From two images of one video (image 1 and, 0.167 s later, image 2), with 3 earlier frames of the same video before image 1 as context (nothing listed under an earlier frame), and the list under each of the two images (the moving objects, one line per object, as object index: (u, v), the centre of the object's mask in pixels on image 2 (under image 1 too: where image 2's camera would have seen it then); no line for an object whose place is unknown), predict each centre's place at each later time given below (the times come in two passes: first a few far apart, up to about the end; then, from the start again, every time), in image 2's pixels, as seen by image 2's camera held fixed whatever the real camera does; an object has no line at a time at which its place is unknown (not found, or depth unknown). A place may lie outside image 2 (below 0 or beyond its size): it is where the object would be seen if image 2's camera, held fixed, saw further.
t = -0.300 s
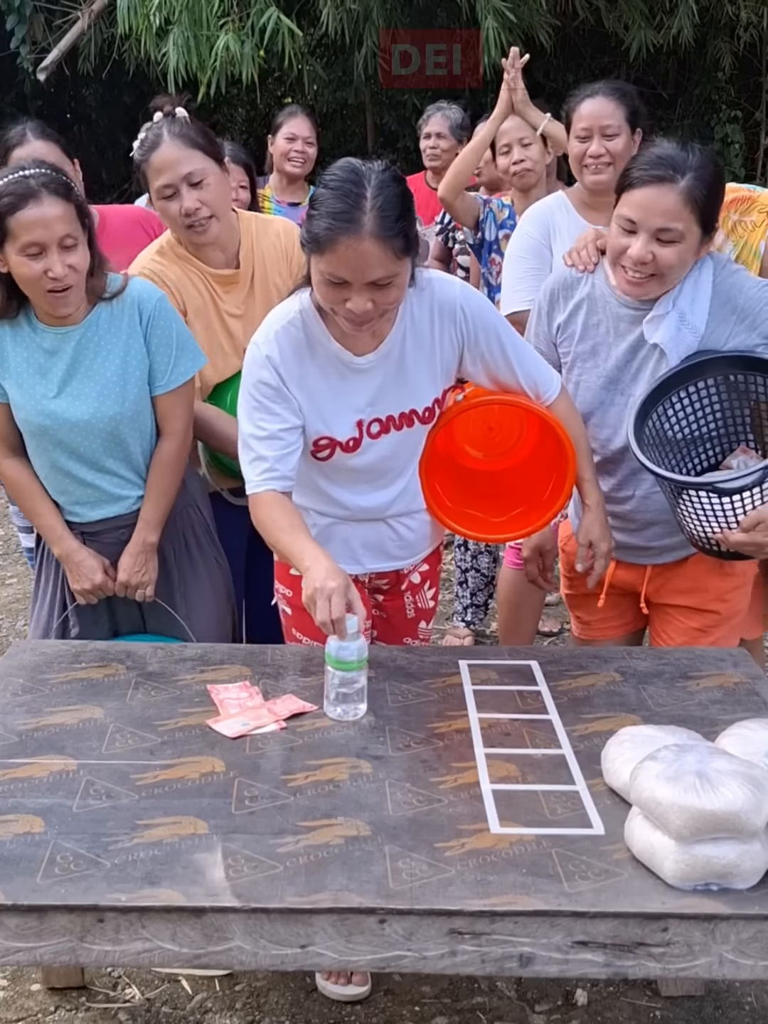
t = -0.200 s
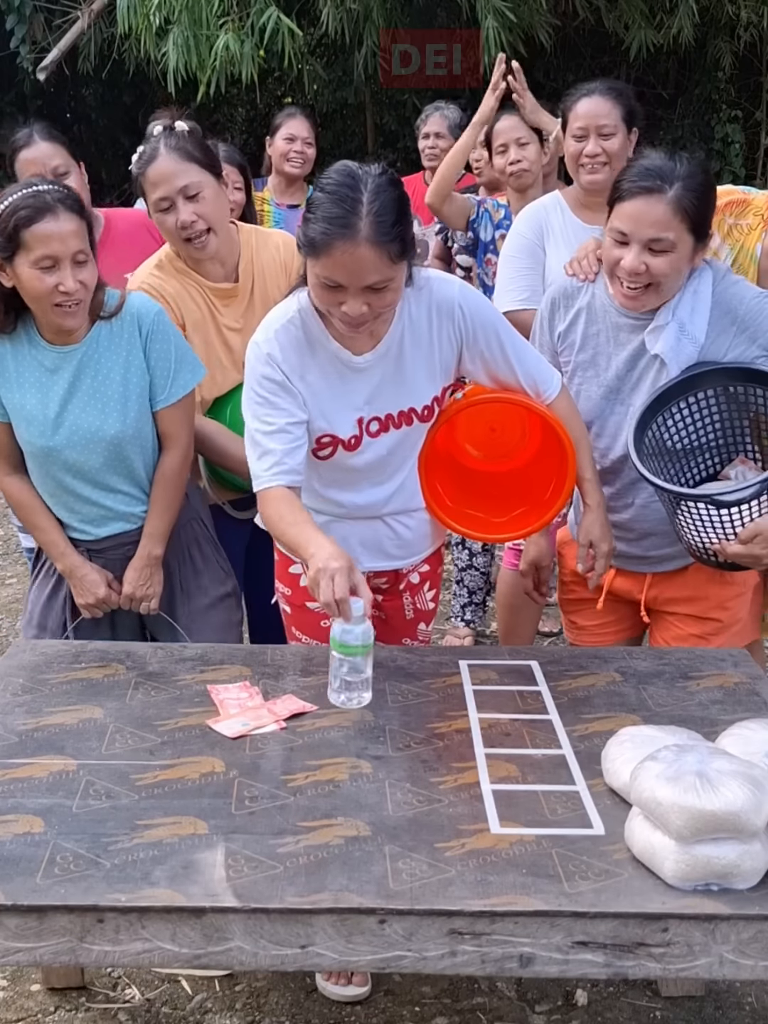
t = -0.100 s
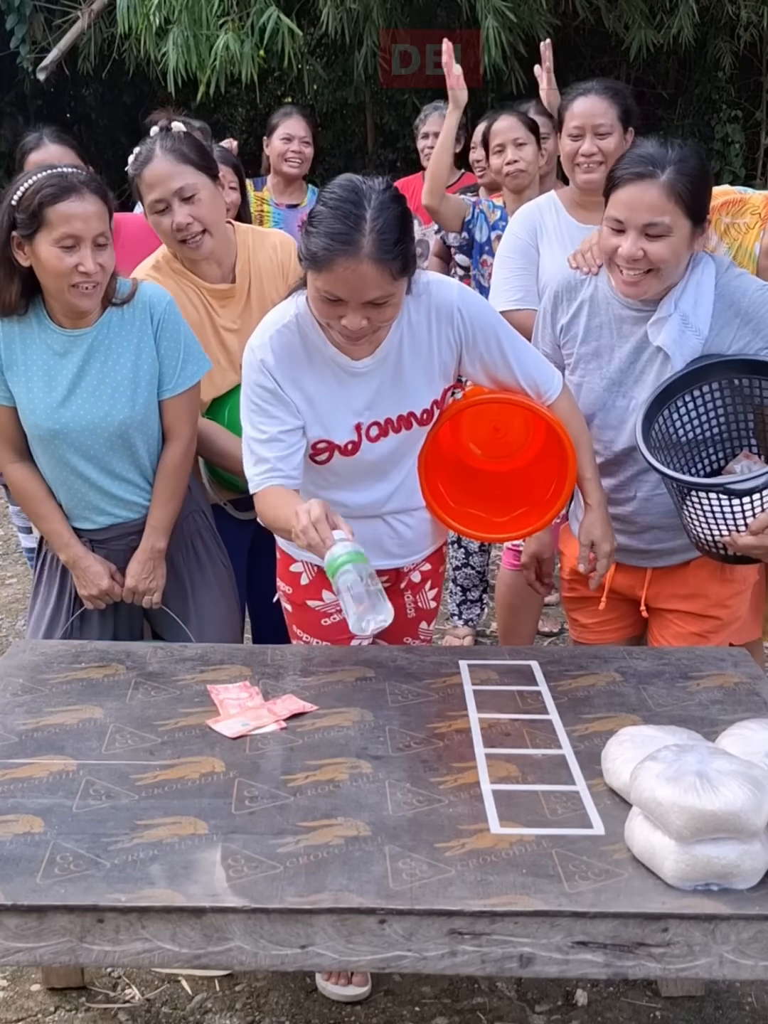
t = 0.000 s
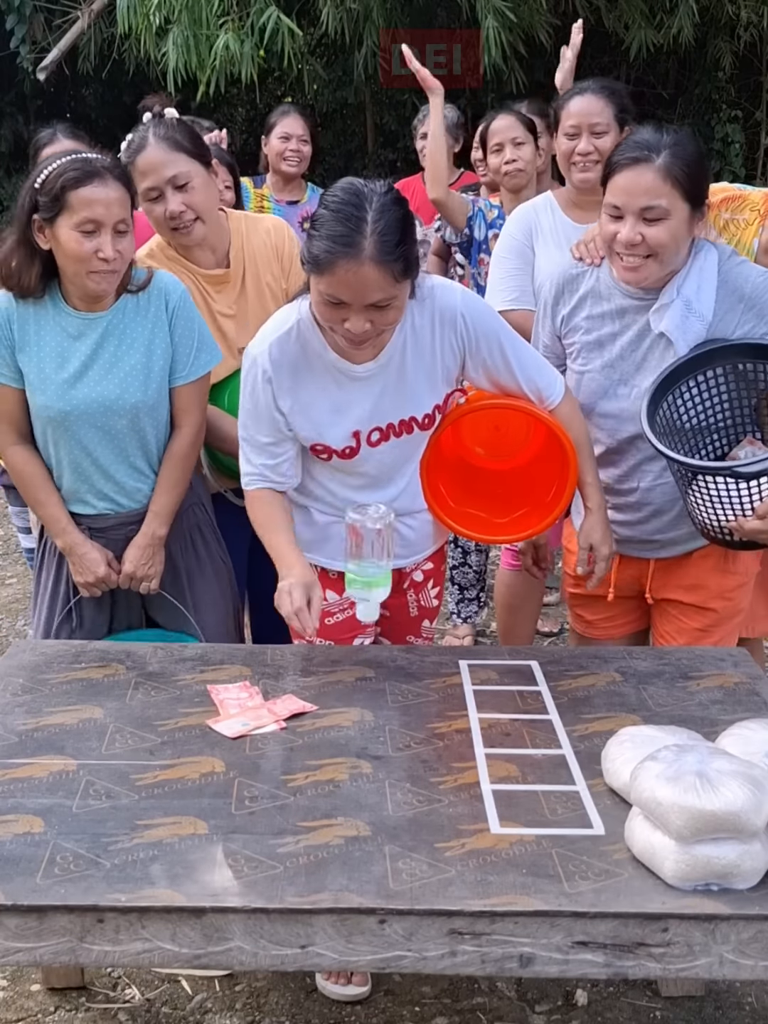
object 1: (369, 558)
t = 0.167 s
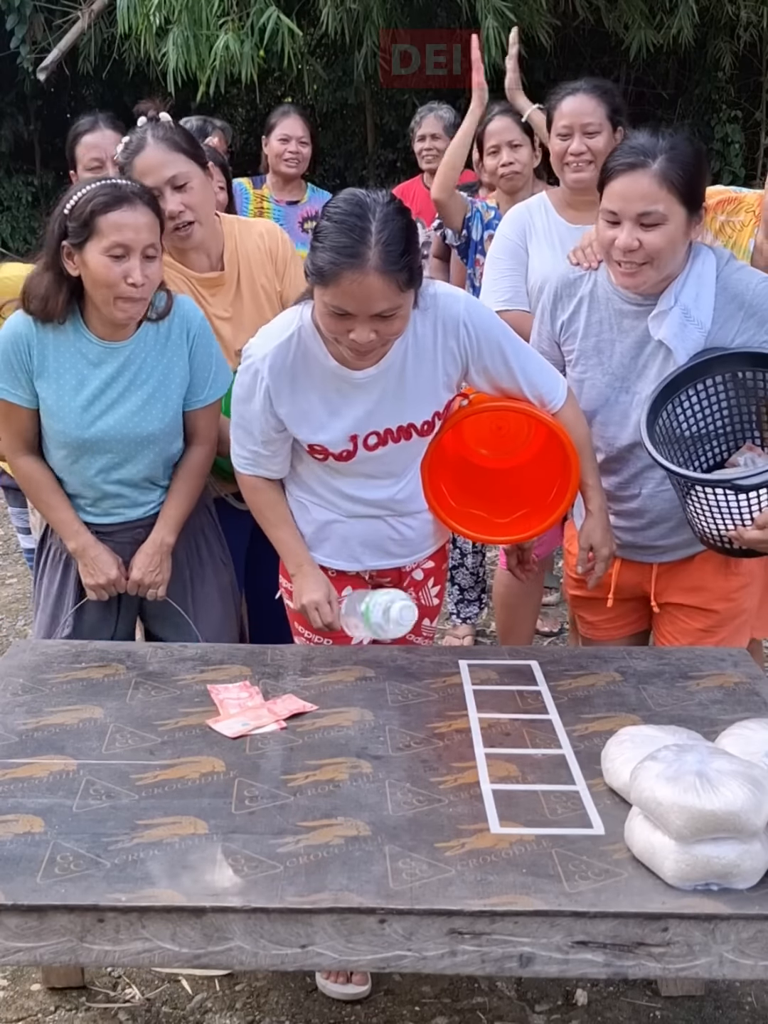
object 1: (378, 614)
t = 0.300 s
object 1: (391, 740)
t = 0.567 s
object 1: (417, 785)
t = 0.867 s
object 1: (419, 787)
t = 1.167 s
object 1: (416, 787)
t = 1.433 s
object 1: (417, 787)
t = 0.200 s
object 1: (379, 653)
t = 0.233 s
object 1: (382, 698)
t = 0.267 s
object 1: (385, 737)
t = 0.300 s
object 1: (391, 740)
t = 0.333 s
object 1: (392, 742)
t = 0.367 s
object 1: (394, 744)
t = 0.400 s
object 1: (396, 746)
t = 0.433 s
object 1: (399, 749)
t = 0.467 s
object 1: (403, 755)
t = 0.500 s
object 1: (409, 764)
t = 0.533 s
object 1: (415, 780)
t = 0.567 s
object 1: (417, 785)
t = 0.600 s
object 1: (415, 785)
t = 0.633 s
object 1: (415, 787)
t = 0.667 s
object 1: (414, 788)
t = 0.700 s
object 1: (414, 788)
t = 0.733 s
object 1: (415, 788)
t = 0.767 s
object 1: (416, 787)
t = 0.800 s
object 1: (418, 787)
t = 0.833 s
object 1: (418, 787)
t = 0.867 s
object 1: (419, 787)
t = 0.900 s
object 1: (419, 787)
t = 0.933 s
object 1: (419, 787)
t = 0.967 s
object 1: (420, 787)
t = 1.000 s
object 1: (420, 786)
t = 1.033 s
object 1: (420, 786)
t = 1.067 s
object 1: (420, 786)
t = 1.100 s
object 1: (418, 787)
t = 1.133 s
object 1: (417, 787)
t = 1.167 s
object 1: (416, 787)
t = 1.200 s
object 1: (416, 788)
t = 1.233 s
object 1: (416, 788)
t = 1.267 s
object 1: (416, 788)
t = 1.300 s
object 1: (415, 788)
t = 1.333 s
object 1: (415, 788)
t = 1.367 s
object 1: (416, 788)
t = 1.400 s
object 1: (416, 788)
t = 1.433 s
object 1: (417, 787)
